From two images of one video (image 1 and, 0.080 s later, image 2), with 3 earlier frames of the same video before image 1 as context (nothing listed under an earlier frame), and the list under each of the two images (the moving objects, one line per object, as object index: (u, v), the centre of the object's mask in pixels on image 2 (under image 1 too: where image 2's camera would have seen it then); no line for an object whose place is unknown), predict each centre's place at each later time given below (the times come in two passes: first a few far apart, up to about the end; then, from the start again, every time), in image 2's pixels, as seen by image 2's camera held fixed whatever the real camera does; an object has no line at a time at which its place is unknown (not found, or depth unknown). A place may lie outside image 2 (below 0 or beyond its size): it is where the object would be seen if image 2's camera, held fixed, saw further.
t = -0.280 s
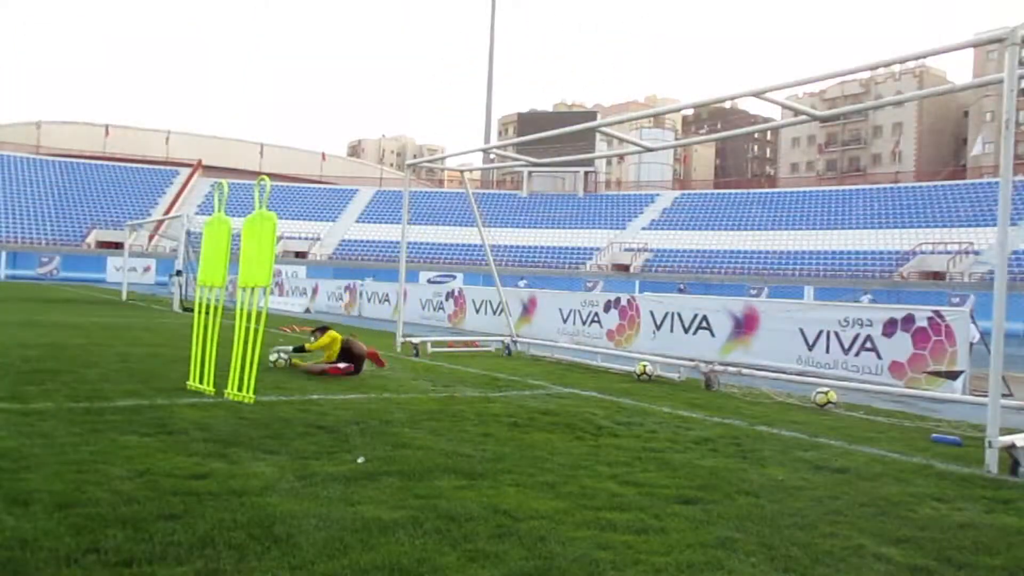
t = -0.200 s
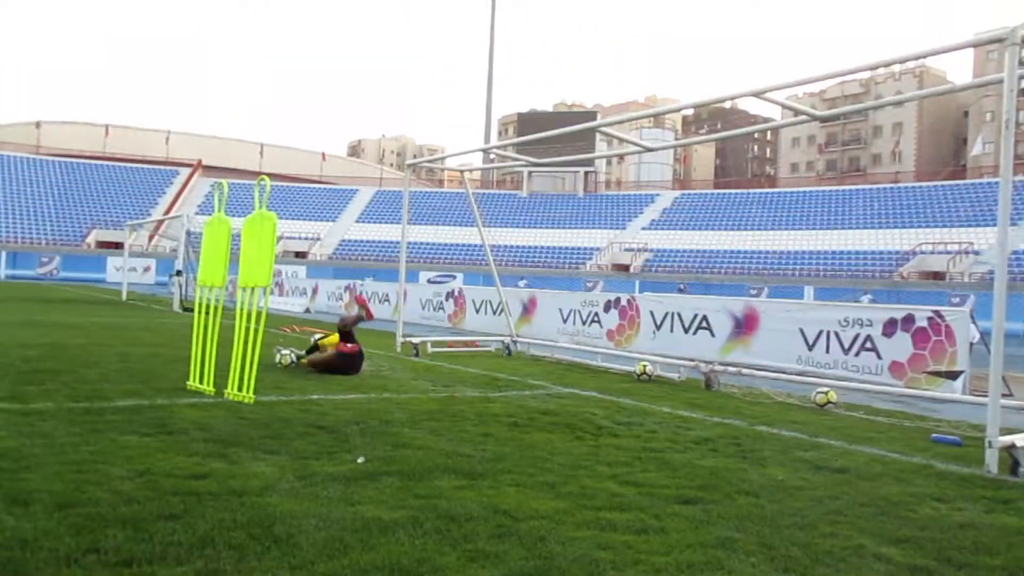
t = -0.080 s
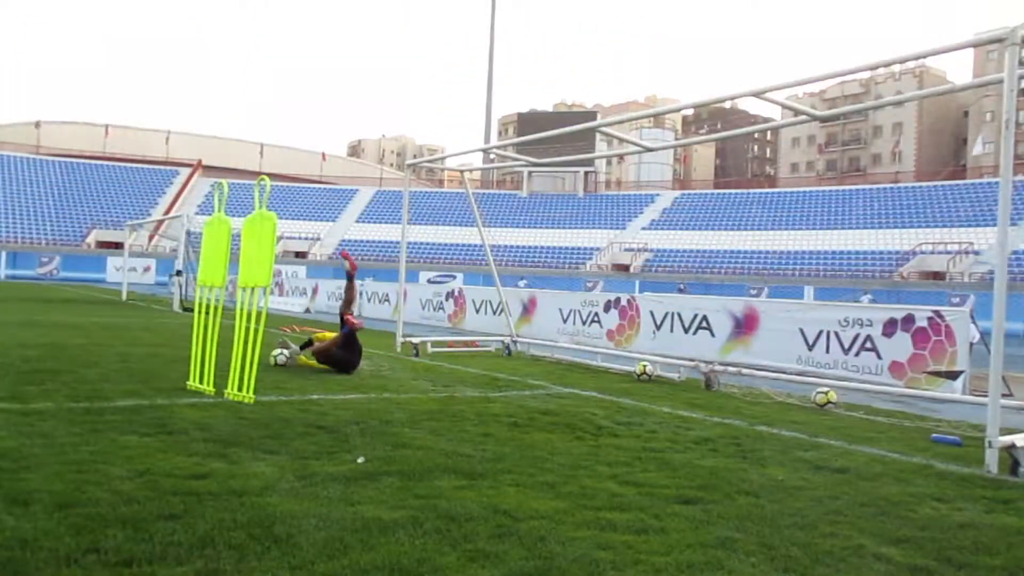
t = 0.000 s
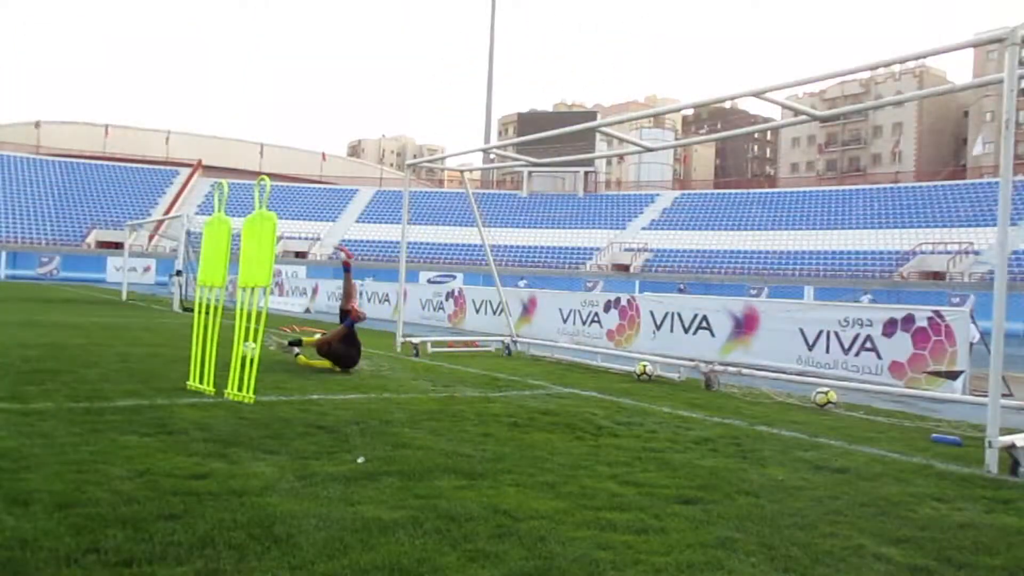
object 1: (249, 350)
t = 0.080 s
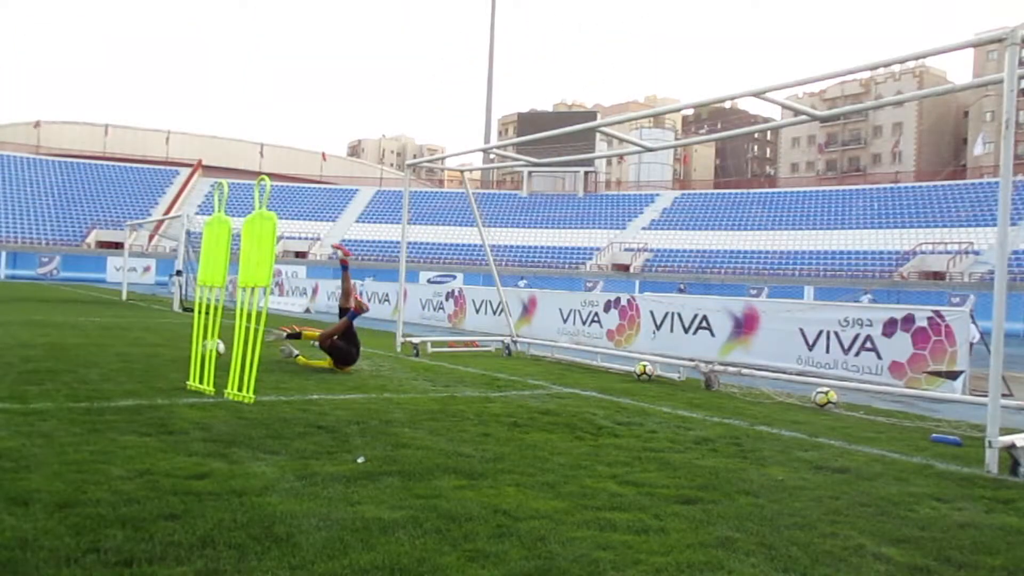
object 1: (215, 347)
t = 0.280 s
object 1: (126, 355)
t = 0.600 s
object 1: (20, 356)
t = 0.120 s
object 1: (193, 346)
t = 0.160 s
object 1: (175, 351)
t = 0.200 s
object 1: (157, 355)
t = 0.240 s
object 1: (139, 358)
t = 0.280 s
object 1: (126, 355)
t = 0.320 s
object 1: (113, 353)
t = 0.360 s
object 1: (101, 352)
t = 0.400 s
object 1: (87, 354)
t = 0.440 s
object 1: (74, 356)
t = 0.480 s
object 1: (59, 359)
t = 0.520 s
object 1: (47, 357)
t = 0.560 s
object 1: (34, 356)
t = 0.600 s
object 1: (20, 356)
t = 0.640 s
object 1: (9, 357)
